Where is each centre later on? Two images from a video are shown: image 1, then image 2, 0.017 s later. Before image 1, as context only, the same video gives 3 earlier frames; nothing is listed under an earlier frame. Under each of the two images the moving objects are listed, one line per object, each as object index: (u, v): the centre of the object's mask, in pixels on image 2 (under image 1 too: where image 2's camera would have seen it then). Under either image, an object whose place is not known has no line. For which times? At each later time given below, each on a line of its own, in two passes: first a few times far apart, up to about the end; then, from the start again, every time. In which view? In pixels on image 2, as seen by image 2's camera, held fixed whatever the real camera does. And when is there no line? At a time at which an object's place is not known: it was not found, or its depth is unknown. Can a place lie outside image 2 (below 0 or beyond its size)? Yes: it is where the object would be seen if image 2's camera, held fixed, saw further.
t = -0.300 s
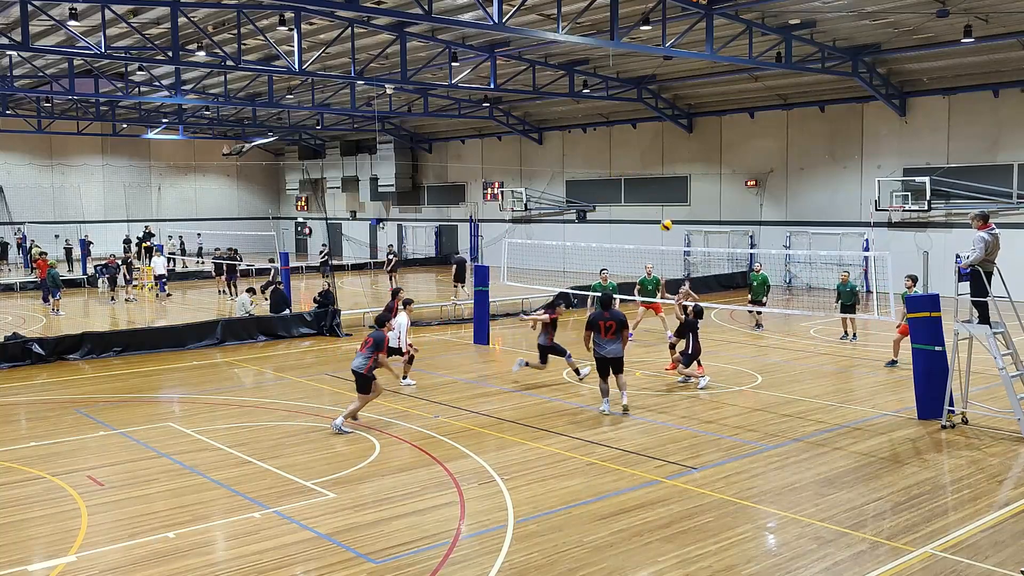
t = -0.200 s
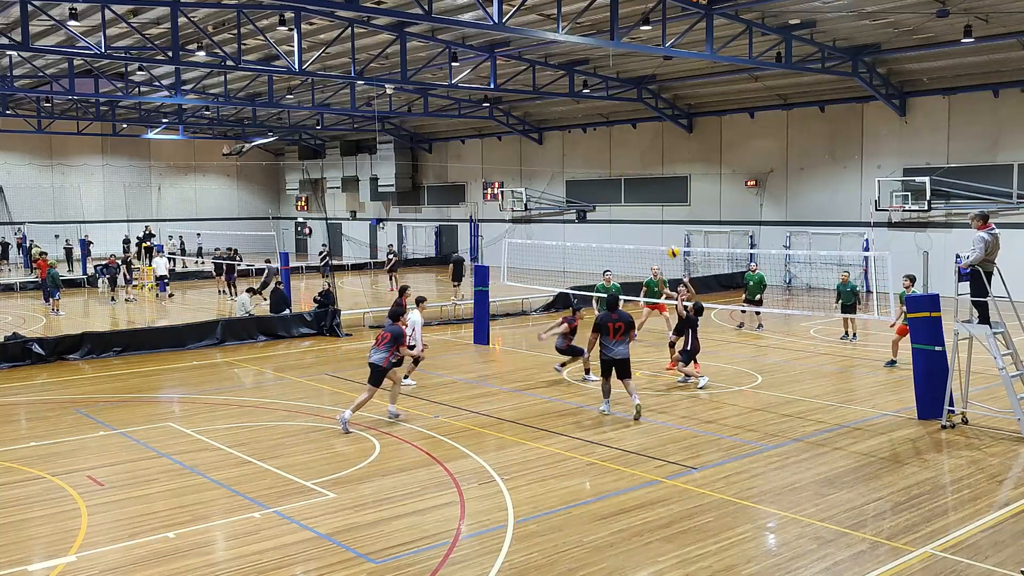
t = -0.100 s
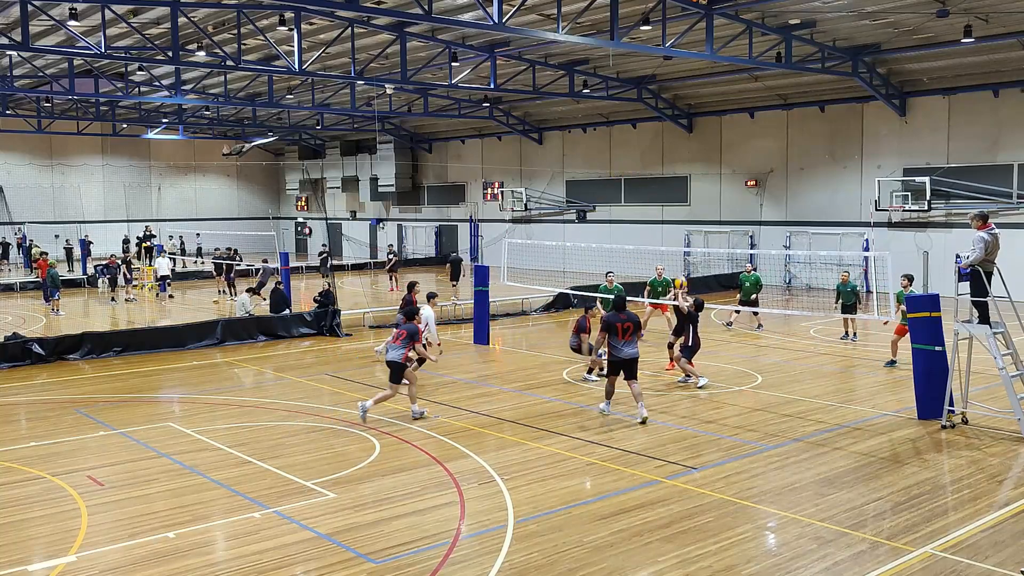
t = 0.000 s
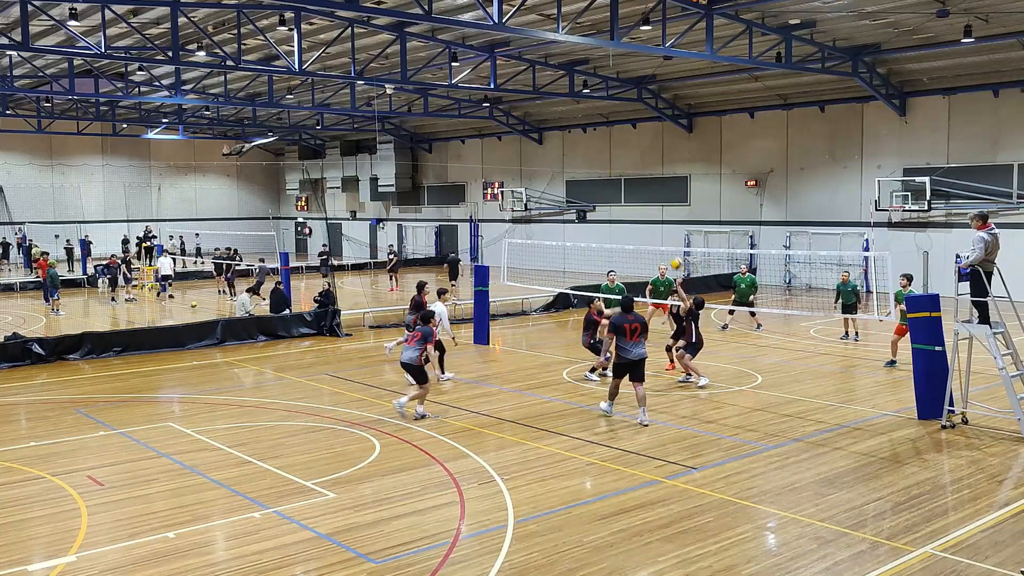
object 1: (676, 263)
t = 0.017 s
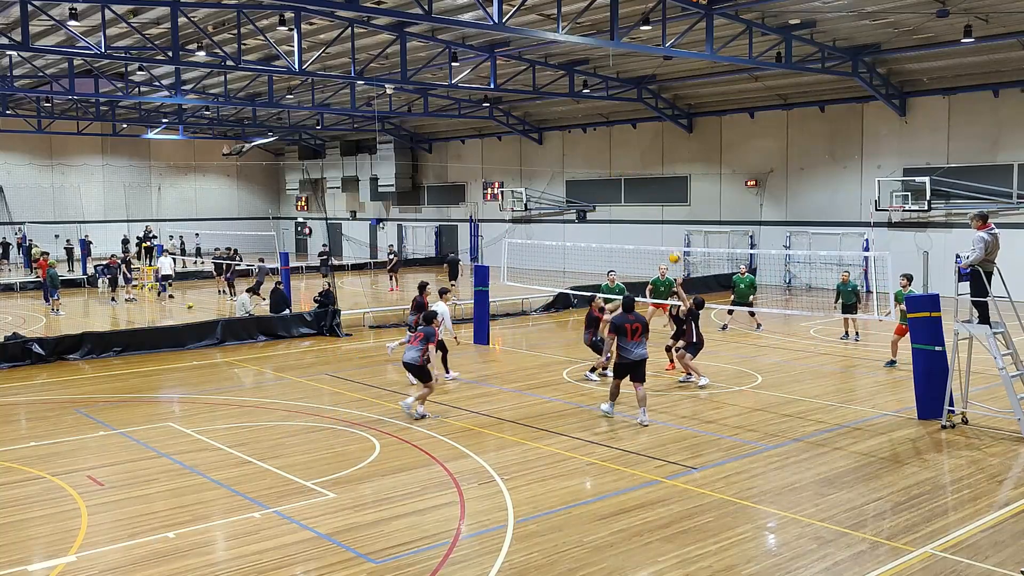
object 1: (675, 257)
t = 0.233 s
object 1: (655, 190)
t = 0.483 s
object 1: (633, 146)
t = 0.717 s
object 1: (613, 137)
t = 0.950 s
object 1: (593, 160)
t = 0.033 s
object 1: (673, 251)
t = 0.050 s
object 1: (671, 245)
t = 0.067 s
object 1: (670, 239)
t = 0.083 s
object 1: (668, 233)
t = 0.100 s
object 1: (667, 228)
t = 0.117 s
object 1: (666, 223)
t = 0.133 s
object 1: (664, 218)
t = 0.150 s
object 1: (662, 212)
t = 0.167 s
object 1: (661, 207)
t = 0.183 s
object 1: (659, 203)
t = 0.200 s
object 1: (658, 198)
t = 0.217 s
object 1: (656, 194)
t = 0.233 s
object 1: (655, 190)
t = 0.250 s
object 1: (654, 186)
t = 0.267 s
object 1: (652, 182)
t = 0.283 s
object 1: (651, 178)
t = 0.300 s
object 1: (649, 175)
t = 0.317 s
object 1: (648, 171)
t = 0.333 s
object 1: (646, 168)
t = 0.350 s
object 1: (645, 165)
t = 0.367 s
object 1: (644, 162)
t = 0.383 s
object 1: (642, 159)
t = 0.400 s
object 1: (641, 157)
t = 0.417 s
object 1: (639, 154)
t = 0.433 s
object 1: (638, 152)
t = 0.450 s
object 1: (636, 150)
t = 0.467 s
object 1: (635, 148)
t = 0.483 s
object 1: (633, 146)
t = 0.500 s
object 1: (632, 144)
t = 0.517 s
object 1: (631, 143)
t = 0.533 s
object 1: (629, 141)
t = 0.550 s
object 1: (628, 140)
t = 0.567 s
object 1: (626, 139)
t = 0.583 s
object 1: (625, 138)
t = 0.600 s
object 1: (623, 138)
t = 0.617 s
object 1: (622, 137)
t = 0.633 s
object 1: (621, 137)
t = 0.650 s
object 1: (619, 137)
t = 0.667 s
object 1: (618, 137)
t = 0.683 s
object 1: (616, 137)
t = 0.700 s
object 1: (615, 137)
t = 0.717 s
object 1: (613, 137)
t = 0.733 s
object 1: (612, 138)
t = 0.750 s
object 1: (610, 139)
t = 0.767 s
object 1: (609, 139)
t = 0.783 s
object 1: (607, 140)
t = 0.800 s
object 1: (606, 141)
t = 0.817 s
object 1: (605, 143)
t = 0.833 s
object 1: (603, 144)
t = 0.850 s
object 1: (602, 146)
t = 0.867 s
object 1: (600, 148)
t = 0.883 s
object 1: (599, 150)
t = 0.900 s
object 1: (598, 152)
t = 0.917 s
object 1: (596, 155)
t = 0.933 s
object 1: (595, 157)
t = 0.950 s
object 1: (593, 160)
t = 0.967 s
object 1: (592, 162)
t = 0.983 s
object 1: (590, 165)
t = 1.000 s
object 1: (589, 168)
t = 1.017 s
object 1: (588, 171)
